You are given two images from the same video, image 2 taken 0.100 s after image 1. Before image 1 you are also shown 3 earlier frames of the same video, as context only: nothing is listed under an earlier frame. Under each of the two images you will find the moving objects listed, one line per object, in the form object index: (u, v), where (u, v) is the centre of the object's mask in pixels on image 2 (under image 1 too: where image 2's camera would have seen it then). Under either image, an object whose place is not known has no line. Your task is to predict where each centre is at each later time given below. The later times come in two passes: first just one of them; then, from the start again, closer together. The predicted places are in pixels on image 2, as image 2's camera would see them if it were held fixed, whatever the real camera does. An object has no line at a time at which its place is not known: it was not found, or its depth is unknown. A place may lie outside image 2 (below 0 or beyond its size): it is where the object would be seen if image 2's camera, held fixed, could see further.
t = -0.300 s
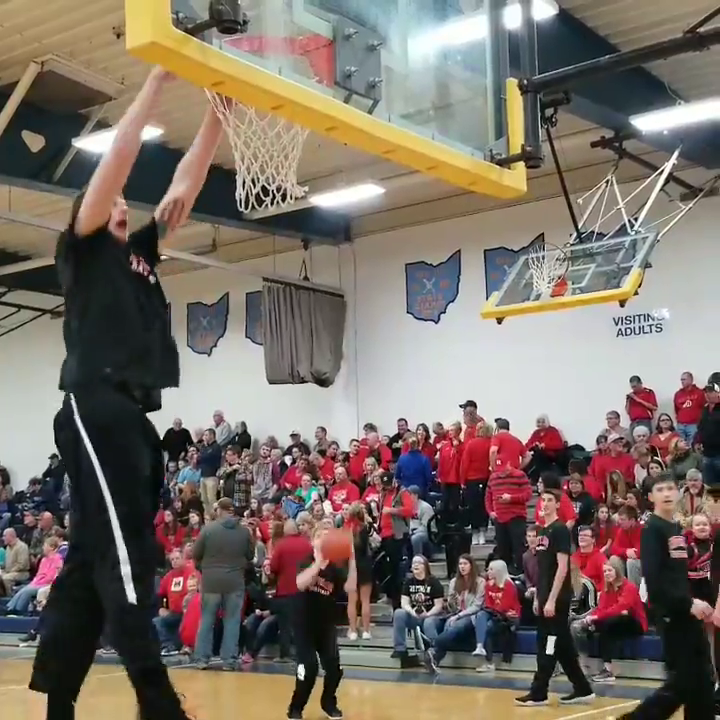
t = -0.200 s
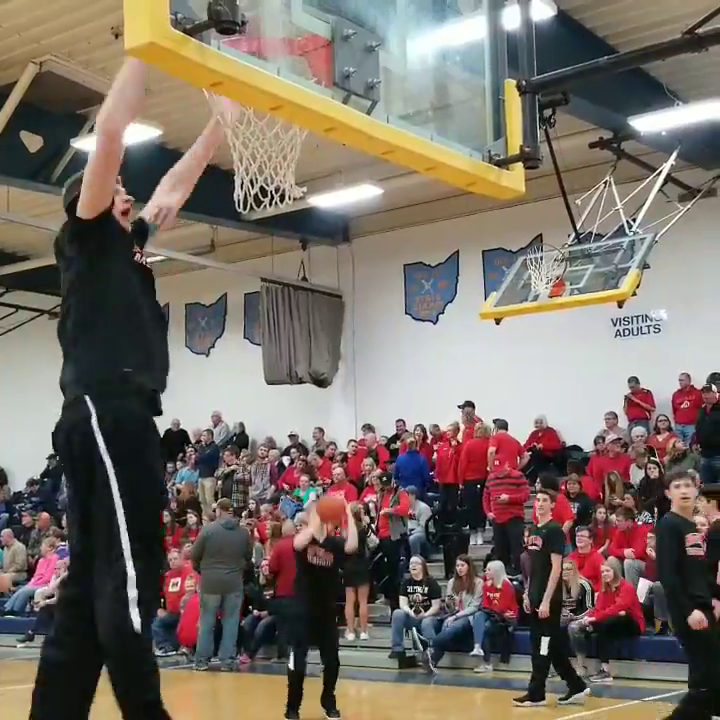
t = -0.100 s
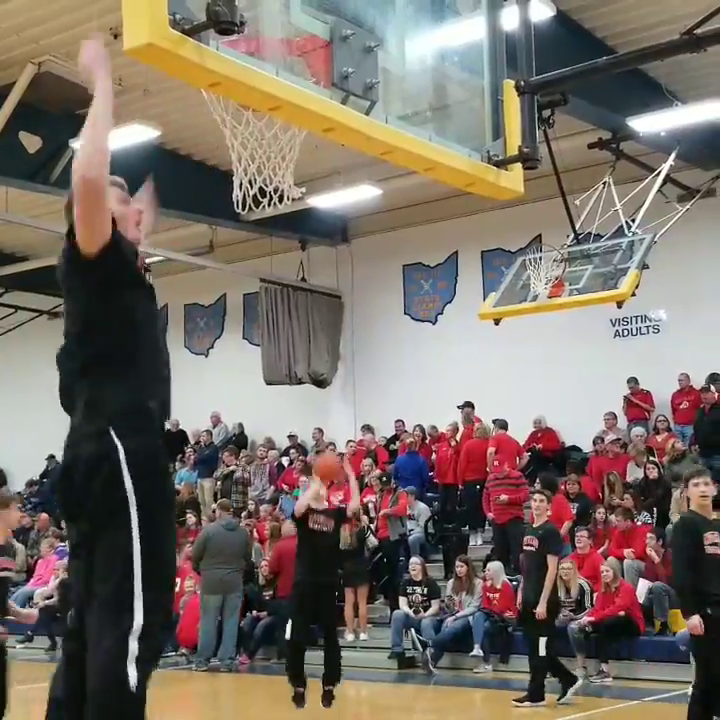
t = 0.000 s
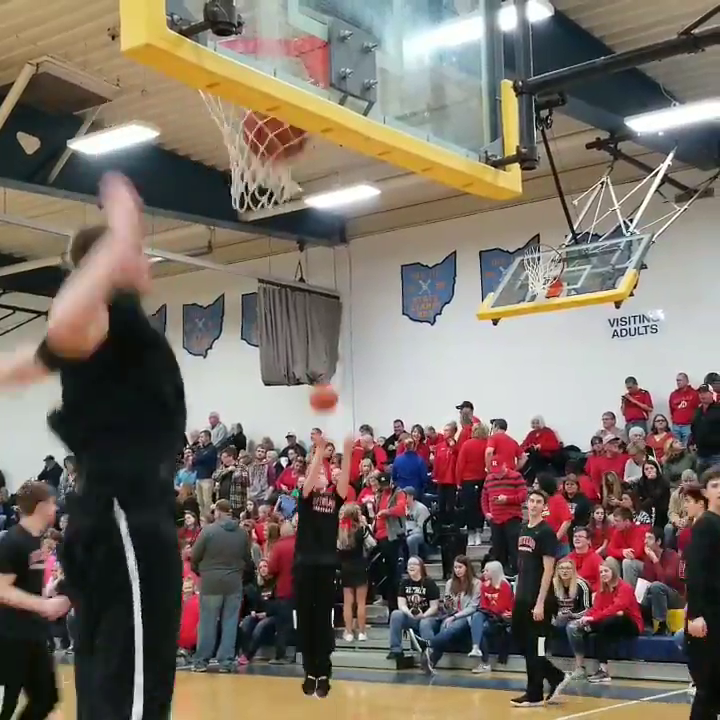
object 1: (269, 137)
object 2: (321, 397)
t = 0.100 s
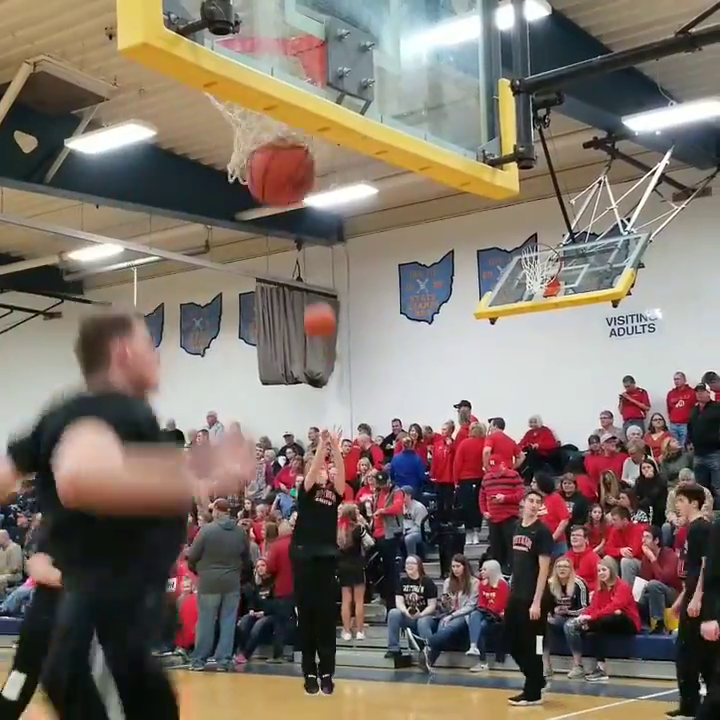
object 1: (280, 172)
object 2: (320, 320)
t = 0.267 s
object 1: (288, 305)
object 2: (313, 206)
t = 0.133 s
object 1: (282, 191)
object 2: (319, 297)
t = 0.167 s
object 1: (283, 214)
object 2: (317, 272)
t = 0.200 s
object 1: (289, 239)
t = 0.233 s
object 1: (288, 269)
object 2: (317, 226)
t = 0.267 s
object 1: (288, 305)
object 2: (313, 206)
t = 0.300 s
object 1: (291, 342)
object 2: (314, 184)
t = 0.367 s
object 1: (296, 432)
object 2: (314, 147)
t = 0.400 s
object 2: (311, 137)
